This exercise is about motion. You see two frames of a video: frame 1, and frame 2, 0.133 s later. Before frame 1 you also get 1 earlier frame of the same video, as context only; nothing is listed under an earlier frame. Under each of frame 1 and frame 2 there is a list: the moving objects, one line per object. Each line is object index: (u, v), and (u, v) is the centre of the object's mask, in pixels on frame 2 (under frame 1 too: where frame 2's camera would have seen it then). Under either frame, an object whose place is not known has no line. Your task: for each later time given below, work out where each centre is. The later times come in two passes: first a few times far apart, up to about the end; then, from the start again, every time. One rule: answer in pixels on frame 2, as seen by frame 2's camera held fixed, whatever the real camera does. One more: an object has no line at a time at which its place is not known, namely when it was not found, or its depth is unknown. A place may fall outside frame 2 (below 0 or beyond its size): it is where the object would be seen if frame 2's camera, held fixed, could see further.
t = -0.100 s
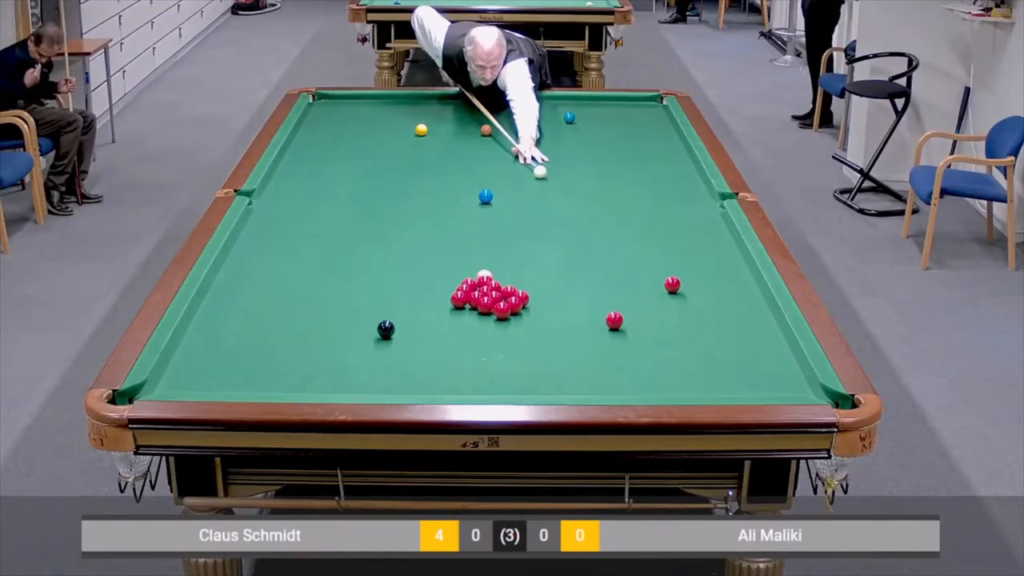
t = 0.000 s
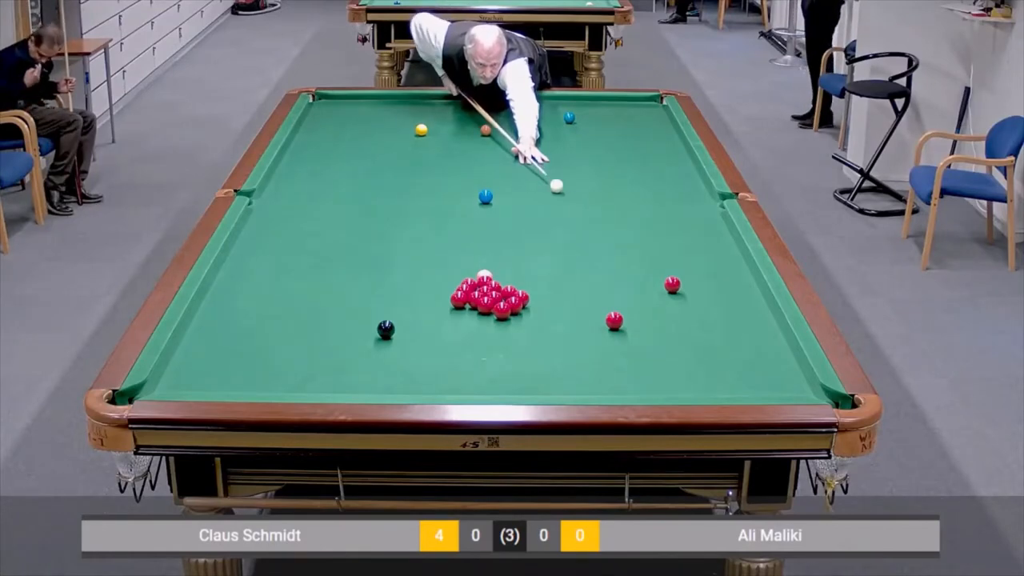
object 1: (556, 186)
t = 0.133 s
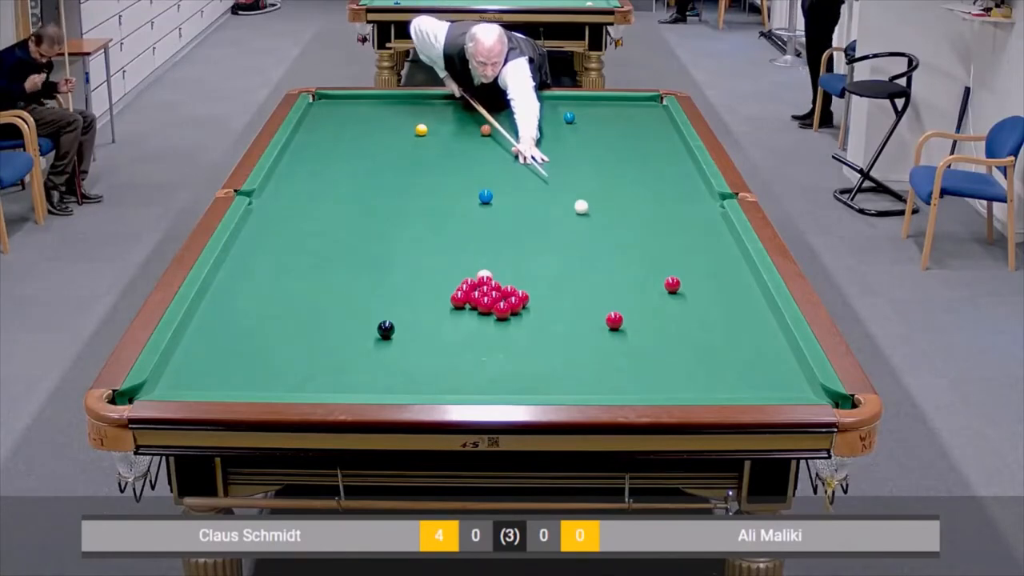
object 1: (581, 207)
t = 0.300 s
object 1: (611, 233)
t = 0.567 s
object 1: (663, 278)
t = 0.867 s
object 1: (671, 289)
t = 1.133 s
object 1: (682, 304)
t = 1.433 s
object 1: (695, 320)
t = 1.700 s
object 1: (706, 334)
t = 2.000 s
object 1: (717, 350)
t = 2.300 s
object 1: (728, 365)
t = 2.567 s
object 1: (737, 378)
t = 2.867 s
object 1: (746, 389)
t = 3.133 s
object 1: (748, 389)
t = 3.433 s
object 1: (747, 385)
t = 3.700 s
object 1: (746, 381)
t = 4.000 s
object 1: (745, 377)
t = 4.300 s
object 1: (745, 376)
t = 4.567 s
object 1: (745, 376)
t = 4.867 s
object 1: (745, 376)
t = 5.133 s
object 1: (745, 376)
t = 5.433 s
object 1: (745, 376)
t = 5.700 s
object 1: (745, 376)
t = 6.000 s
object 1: (745, 376)
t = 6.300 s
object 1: (745, 376)
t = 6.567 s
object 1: (745, 376)
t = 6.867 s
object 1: (745, 376)
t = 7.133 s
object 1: (745, 376)
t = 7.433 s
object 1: (745, 376)
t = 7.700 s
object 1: (745, 376)
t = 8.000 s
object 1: (745, 376)
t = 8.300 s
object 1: (745, 376)
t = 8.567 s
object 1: (745, 376)
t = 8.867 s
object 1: (745, 376)
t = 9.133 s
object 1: (745, 376)
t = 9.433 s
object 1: (745, 376)
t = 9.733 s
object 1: (745, 376)
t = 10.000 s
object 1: (745, 376)
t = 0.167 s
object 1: (587, 212)
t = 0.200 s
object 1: (593, 217)
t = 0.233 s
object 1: (599, 222)
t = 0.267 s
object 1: (605, 227)
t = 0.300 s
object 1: (611, 233)
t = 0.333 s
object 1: (618, 238)
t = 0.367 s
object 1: (624, 243)
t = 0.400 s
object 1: (631, 249)
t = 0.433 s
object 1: (637, 255)
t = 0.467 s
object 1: (644, 261)
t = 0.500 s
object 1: (651, 267)
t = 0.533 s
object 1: (658, 273)
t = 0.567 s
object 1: (663, 278)
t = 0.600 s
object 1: (664, 279)
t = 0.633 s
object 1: (664, 280)
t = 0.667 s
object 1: (664, 280)
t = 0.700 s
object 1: (665, 282)
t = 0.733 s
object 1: (666, 283)
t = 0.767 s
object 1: (667, 284)
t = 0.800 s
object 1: (668, 286)
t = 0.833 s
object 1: (669, 287)
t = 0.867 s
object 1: (671, 289)
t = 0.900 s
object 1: (672, 291)
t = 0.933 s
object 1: (674, 293)
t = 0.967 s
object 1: (675, 295)
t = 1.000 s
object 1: (677, 297)
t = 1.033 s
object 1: (678, 298)
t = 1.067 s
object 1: (680, 300)
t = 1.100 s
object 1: (681, 302)
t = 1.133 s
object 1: (682, 304)
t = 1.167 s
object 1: (684, 306)
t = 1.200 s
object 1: (685, 307)
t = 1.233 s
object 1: (687, 309)
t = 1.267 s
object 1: (688, 311)
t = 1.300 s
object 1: (689, 313)
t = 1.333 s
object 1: (691, 315)
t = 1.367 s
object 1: (692, 316)
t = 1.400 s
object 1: (694, 318)
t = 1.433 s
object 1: (695, 320)
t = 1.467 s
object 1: (696, 322)
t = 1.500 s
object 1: (698, 323)
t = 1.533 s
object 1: (699, 325)
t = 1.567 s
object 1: (700, 327)
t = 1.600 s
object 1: (701, 329)
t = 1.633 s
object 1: (703, 330)
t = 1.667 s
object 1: (704, 332)
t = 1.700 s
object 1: (706, 334)
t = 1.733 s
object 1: (707, 336)
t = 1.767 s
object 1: (708, 338)
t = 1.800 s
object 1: (709, 339)
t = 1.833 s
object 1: (711, 341)
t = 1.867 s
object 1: (712, 343)
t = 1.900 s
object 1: (713, 344)
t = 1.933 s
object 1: (715, 346)
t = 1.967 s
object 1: (716, 348)
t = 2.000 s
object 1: (717, 350)
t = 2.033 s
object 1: (719, 351)
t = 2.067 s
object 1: (720, 353)
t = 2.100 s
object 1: (721, 355)
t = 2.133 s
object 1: (722, 356)
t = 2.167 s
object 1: (723, 358)
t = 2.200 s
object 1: (724, 360)
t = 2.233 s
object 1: (726, 361)
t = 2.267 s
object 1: (727, 363)
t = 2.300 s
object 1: (728, 365)
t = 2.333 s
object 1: (729, 367)
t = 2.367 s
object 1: (731, 368)
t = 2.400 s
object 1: (732, 370)
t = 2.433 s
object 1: (733, 372)
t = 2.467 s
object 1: (734, 373)
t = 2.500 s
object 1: (735, 375)
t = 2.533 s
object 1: (736, 376)
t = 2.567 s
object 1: (737, 378)
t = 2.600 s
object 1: (738, 380)
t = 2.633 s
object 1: (740, 381)
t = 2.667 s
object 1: (740, 383)
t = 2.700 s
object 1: (741, 384)
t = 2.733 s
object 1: (742, 385)
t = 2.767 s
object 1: (743, 386)
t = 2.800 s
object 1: (744, 387)
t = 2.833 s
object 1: (745, 388)
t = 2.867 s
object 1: (746, 389)
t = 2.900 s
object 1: (747, 390)
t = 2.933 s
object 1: (748, 391)
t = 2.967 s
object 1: (749, 391)
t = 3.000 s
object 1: (748, 391)
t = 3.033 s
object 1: (748, 390)
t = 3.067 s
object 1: (748, 389)
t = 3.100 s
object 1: (748, 389)
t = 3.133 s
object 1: (748, 389)
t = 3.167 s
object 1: (748, 388)
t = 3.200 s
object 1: (748, 387)
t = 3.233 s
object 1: (747, 387)
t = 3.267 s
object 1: (747, 387)
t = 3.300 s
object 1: (747, 386)
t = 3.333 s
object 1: (747, 386)
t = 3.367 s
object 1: (747, 385)
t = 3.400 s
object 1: (747, 385)
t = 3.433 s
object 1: (747, 385)
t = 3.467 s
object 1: (747, 384)
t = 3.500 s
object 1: (747, 384)
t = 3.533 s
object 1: (747, 383)
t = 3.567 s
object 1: (747, 383)
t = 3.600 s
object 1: (747, 382)
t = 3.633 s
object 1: (747, 381)
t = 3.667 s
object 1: (747, 381)
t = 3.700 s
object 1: (746, 381)
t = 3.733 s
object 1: (746, 380)
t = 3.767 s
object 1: (746, 380)
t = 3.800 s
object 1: (746, 379)
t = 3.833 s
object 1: (746, 379)
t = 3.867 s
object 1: (746, 378)
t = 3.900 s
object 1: (746, 378)
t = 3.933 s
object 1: (745, 378)
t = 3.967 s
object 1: (745, 378)
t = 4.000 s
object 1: (745, 377)
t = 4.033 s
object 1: (745, 377)
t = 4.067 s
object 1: (745, 377)
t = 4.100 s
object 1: (745, 377)
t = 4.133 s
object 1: (745, 376)
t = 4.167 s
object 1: (745, 376)
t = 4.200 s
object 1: (745, 376)
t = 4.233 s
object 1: (745, 376)
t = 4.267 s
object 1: (745, 376)
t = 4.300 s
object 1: (745, 376)
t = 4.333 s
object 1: (745, 376)
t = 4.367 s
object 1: (745, 376)
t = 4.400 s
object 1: (745, 376)
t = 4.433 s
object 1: (745, 376)
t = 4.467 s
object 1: (745, 376)
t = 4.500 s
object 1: (745, 376)
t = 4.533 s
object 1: (745, 376)
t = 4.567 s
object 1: (745, 376)
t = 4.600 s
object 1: (745, 376)
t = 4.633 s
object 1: (745, 376)
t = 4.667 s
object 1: (745, 376)
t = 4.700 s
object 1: (745, 376)
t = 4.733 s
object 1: (745, 376)
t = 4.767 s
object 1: (745, 376)
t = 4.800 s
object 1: (745, 376)
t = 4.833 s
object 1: (745, 376)
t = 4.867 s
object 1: (745, 376)
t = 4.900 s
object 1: (745, 376)
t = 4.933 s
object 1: (745, 376)
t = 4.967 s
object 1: (745, 376)
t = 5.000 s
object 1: (745, 376)
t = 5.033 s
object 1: (745, 376)
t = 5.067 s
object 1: (745, 376)
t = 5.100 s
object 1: (745, 376)
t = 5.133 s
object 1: (745, 376)
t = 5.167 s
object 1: (745, 376)
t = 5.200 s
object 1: (745, 376)
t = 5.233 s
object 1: (745, 376)
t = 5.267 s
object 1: (745, 376)
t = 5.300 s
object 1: (745, 376)
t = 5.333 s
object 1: (745, 376)
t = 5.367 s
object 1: (745, 376)
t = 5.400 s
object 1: (745, 376)
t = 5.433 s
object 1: (745, 376)
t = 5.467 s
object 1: (745, 376)
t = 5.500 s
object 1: (745, 376)
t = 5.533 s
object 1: (745, 376)
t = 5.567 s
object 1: (745, 376)
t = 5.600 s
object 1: (745, 376)
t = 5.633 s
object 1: (745, 376)
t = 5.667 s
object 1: (745, 376)
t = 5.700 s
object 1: (745, 376)
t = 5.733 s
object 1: (745, 376)
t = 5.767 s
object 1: (745, 376)
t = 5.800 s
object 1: (745, 376)
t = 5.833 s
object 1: (745, 376)
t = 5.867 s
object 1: (745, 376)
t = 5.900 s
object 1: (745, 376)
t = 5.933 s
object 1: (745, 376)
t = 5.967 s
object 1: (745, 376)
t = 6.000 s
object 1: (745, 376)
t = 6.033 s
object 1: (745, 376)
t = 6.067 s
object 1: (745, 376)
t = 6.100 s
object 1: (745, 376)
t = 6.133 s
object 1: (745, 376)
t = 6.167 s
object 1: (745, 376)
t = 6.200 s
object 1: (745, 376)
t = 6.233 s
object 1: (745, 376)
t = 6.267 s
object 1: (745, 376)
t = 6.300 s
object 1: (745, 376)
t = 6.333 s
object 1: (745, 376)
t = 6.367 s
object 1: (745, 376)
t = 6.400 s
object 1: (745, 376)
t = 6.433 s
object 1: (745, 376)
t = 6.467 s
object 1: (745, 376)
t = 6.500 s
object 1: (745, 376)
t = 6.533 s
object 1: (745, 376)
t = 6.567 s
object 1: (745, 376)
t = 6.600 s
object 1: (745, 376)
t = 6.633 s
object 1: (745, 376)
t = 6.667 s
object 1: (745, 376)
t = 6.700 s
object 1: (745, 376)
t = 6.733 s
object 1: (745, 376)
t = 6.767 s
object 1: (745, 376)
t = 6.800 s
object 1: (745, 376)
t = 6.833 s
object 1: (745, 376)
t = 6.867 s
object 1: (745, 376)
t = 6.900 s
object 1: (745, 376)
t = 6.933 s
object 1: (745, 376)
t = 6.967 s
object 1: (745, 376)
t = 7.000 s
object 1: (745, 376)
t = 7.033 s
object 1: (745, 376)
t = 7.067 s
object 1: (745, 376)
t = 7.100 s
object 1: (745, 376)
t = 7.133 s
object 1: (745, 376)
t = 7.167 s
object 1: (745, 376)
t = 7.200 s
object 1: (745, 376)
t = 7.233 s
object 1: (745, 376)
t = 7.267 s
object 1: (745, 376)
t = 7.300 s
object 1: (745, 376)
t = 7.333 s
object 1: (745, 376)
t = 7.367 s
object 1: (745, 376)
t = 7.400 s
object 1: (745, 376)
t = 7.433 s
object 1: (745, 376)
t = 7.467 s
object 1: (745, 376)
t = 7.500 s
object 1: (745, 376)
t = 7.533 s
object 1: (745, 376)
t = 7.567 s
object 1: (745, 376)
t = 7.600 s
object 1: (745, 376)
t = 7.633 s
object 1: (745, 376)
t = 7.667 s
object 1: (745, 376)
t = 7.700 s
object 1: (745, 376)
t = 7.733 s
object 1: (745, 376)
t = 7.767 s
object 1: (745, 376)
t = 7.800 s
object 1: (745, 376)
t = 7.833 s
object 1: (745, 376)
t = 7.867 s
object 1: (745, 376)
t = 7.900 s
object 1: (745, 376)
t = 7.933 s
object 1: (745, 376)
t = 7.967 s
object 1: (745, 376)
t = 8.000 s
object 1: (745, 376)
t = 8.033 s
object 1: (745, 376)
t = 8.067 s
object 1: (745, 376)
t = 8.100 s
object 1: (745, 376)
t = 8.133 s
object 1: (745, 376)
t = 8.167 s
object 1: (745, 376)
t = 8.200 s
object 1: (745, 376)
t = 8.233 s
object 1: (745, 376)
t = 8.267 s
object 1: (745, 376)
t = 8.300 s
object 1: (745, 376)
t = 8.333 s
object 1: (745, 376)
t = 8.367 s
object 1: (745, 376)
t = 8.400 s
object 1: (745, 376)
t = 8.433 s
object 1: (745, 376)
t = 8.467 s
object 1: (745, 376)
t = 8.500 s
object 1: (745, 376)
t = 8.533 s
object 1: (745, 376)
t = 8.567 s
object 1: (745, 376)
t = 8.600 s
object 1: (745, 376)
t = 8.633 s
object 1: (745, 376)
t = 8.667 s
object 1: (745, 376)
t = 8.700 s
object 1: (745, 376)
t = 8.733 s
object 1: (745, 376)
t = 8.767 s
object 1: (745, 376)
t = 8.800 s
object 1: (745, 376)
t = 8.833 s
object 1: (745, 376)
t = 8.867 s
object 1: (745, 376)
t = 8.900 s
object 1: (745, 376)
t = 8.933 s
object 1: (745, 376)
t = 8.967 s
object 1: (745, 376)
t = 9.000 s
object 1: (745, 376)
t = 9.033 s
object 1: (745, 376)
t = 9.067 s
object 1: (745, 376)
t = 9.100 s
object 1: (745, 376)
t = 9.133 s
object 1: (745, 376)
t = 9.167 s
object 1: (745, 376)
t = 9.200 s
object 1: (745, 376)
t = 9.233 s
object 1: (745, 376)
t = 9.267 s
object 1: (745, 376)
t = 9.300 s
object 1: (745, 376)
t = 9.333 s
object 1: (745, 376)
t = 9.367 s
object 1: (745, 376)
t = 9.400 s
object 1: (745, 376)
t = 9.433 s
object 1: (745, 376)
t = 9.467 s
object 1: (745, 376)
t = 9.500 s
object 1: (745, 376)
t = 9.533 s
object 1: (745, 376)
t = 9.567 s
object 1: (745, 376)
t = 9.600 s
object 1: (745, 376)
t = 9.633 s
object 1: (745, 376)
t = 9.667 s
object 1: (745, 376)
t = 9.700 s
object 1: (745, 376)
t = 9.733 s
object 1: (745, 376)
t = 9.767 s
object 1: (745, 376)
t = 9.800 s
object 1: (745, 376)
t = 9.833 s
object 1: (745, 376)
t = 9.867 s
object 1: (745, 376)
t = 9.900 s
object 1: (745, 376)
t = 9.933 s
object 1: (745, 376)
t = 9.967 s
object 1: (745, 376)
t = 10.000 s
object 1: (745, 376)
